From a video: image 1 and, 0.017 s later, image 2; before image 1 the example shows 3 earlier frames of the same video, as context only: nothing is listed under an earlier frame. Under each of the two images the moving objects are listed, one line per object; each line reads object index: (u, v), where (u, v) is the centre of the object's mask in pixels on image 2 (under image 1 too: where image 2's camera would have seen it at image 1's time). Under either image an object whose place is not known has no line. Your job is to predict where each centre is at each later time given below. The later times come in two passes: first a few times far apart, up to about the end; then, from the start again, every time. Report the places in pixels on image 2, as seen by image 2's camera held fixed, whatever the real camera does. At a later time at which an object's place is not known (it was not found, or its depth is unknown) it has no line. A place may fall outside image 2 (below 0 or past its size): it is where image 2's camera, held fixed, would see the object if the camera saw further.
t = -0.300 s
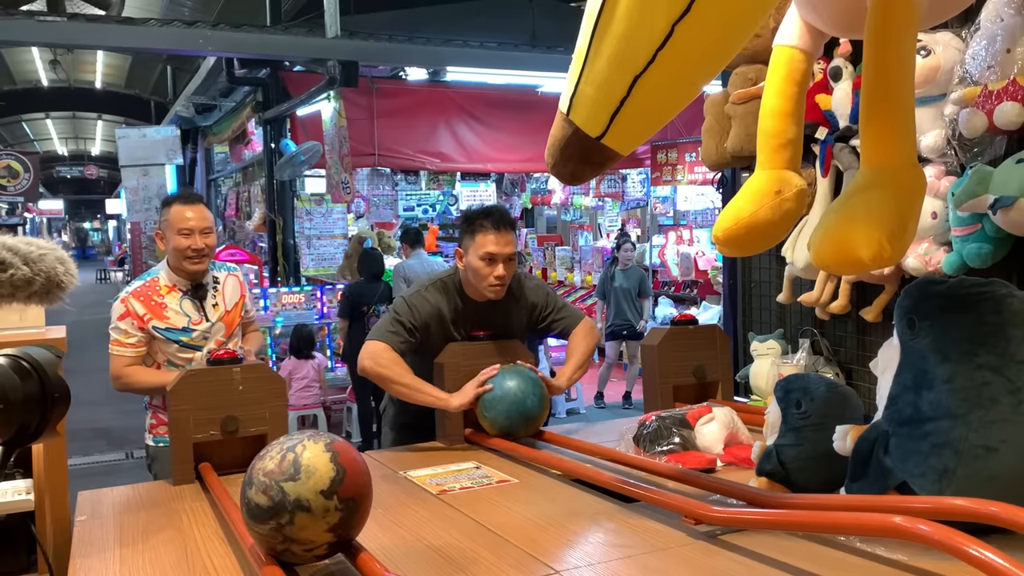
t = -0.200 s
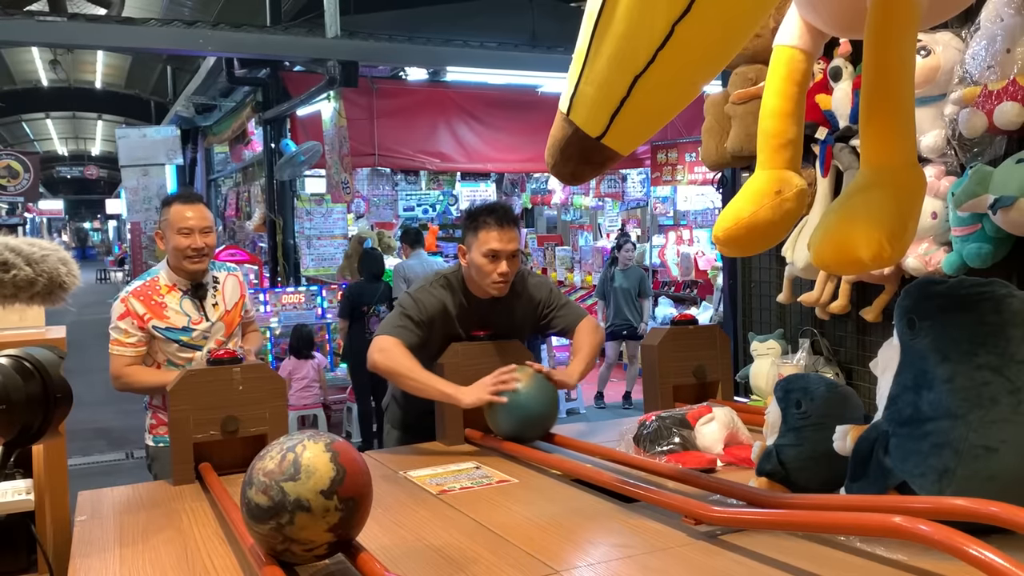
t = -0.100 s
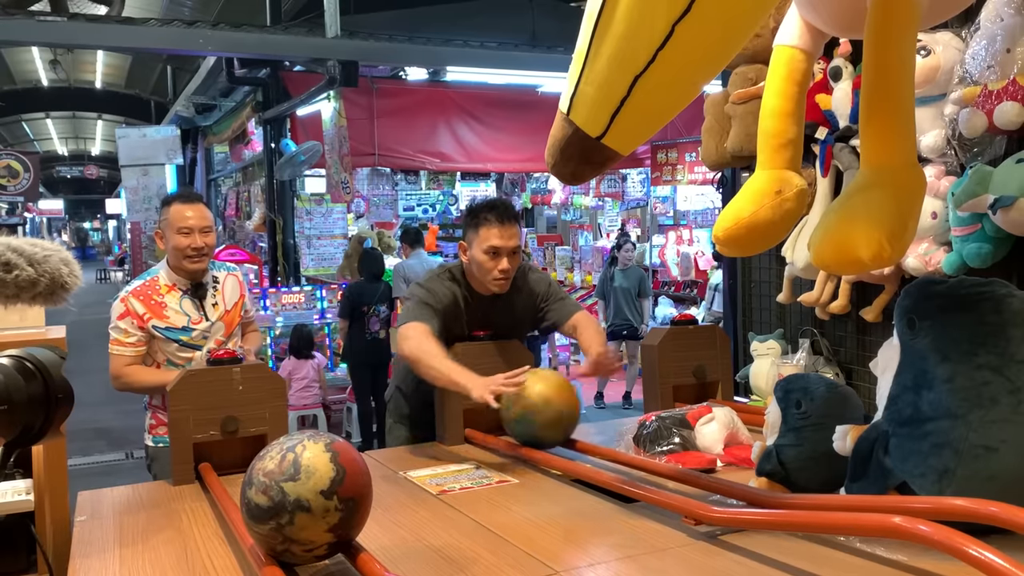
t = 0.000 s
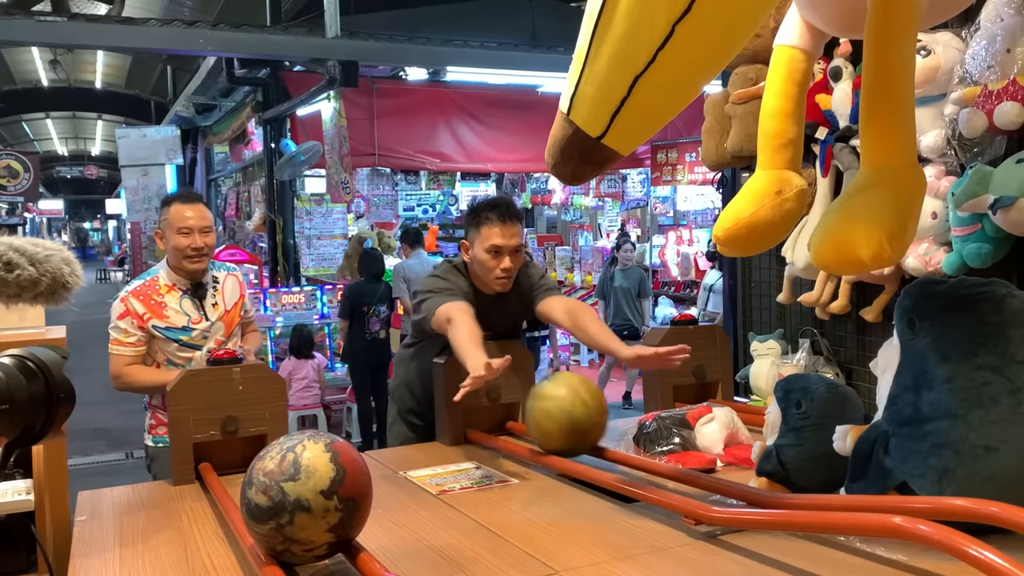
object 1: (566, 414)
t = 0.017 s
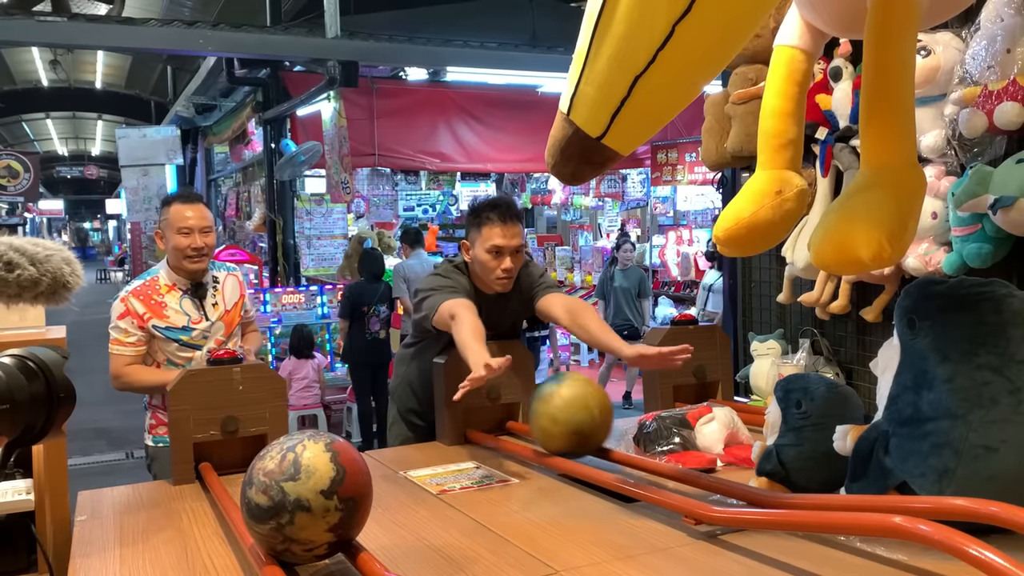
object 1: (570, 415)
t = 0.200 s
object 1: (623, 427)
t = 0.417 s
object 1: (696, 442)
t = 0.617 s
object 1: (774, 451)
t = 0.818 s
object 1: (846, 446)
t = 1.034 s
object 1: (907, 444)
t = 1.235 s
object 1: (940, 444)
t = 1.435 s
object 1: (947, 446)
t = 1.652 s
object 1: (943, 445)
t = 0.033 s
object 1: (575, 416)
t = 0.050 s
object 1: (579, 417)
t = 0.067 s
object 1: (584, 418)
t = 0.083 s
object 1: (588, 419)
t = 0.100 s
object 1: (594, 420)
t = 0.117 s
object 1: (597, 421)
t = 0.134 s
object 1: (602, 422)
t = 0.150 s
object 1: (608, 424)
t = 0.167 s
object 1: (613, 425)
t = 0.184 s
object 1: (617, 426)
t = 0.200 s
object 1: (623, 427)
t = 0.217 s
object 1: (628, 427)
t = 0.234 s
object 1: (633, 428)
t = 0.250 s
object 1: (639, 430)
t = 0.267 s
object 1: (644, 431)
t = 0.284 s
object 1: (649, 432)
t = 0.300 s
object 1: (655, 433)
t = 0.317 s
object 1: (660, 435)
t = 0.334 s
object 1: (666, 436)
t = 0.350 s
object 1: (672, 438)
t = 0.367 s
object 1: (678, 439)
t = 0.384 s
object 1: (684, 440)
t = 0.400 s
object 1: (689, 441)
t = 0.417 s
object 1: (696, 442)
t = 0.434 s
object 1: (702, 444)
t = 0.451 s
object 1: (708, 445)
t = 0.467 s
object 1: (715, 447)
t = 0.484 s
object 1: (722, 448)
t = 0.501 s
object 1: (728, 450)
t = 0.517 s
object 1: (735, 451)
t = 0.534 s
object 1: (742, 452)
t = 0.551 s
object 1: (748, 452)
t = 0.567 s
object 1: (755, 452)
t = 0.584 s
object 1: (762, 451)
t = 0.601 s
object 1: (769, 451)
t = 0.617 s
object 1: (774, 451)
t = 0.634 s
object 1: (781, 450)
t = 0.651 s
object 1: (786, 450)
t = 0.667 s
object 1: (792, 449)
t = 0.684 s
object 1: (798, 448)
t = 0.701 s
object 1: (804, 447)
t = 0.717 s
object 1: (810, 448)
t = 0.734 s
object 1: (817, 447)
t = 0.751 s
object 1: (823, 448)
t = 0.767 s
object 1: (828, 447)
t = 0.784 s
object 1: (834, 447)
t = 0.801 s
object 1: (839, 446)
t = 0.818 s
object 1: (846, 446)
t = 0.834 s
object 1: (851, 446)
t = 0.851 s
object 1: (856, 446)
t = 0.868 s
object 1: (861, 446)
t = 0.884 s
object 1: (867, 445)
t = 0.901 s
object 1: (872, 446)
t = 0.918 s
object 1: (877, 445)
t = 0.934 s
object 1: (882, 445)
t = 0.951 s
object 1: (886, 444)
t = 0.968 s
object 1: (891, 445)
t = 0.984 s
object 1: (895, 444)
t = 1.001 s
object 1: (900, 444)
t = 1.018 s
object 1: (903, 444)
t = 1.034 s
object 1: (907, 444)
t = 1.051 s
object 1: (911, 445)
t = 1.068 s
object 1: (914, 444)
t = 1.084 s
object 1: (918, 445)
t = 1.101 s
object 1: (921, 444)
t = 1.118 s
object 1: (924, 444)
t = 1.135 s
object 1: (927, 445)
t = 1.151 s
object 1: (930, 445)
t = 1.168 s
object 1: (932, 445)
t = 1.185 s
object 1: (935, 444)
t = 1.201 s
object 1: (936, 445)
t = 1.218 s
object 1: (939, 446)
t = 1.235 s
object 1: (940, 444)
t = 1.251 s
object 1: (942, 445)
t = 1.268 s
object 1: (942, 446)
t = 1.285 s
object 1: (944, 446)
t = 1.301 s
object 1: (945, 446)
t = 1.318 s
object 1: (945, 444)
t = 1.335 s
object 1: (947, 446)
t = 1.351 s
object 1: (946, 446)
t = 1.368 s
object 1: (948, 446)
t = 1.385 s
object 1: (947, 446)
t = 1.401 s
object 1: (948, 446)
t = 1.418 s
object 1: (949, 447)
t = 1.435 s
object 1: (947, 446)
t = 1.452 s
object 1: (949, 447)
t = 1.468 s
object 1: (948, 446)
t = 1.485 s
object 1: (948, 446)
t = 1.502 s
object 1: (949, 446)
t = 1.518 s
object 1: (948, 447)
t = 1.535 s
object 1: (948, 447)
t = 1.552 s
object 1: (947, 446)
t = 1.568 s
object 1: (947, 446)
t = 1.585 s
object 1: (946, 445)
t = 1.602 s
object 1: (946, 446)
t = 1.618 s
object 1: (945, 445)
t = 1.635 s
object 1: (944, 445)
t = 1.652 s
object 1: (943, 445)
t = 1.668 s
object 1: (943, 445)
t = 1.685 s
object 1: (941, 445)
